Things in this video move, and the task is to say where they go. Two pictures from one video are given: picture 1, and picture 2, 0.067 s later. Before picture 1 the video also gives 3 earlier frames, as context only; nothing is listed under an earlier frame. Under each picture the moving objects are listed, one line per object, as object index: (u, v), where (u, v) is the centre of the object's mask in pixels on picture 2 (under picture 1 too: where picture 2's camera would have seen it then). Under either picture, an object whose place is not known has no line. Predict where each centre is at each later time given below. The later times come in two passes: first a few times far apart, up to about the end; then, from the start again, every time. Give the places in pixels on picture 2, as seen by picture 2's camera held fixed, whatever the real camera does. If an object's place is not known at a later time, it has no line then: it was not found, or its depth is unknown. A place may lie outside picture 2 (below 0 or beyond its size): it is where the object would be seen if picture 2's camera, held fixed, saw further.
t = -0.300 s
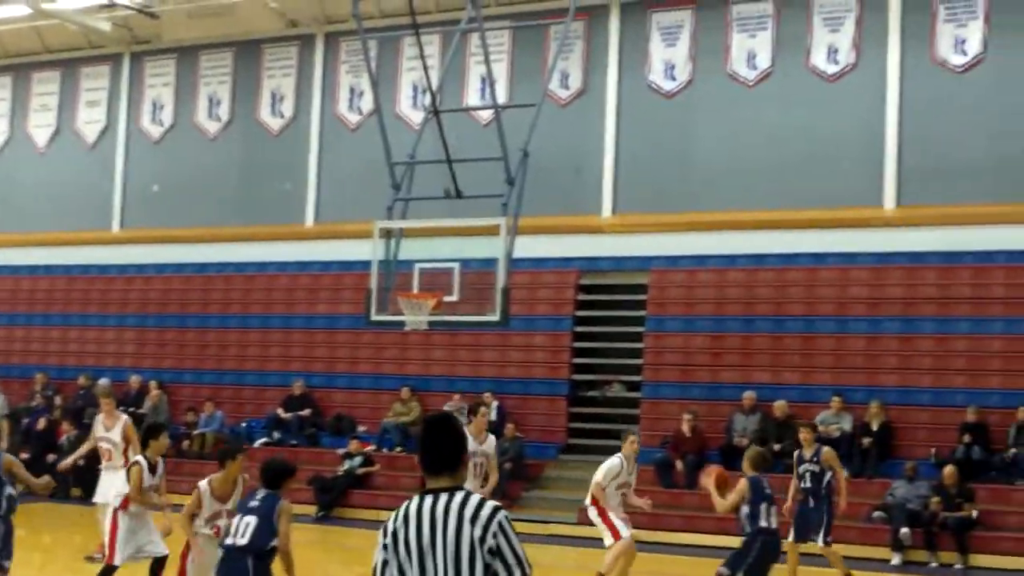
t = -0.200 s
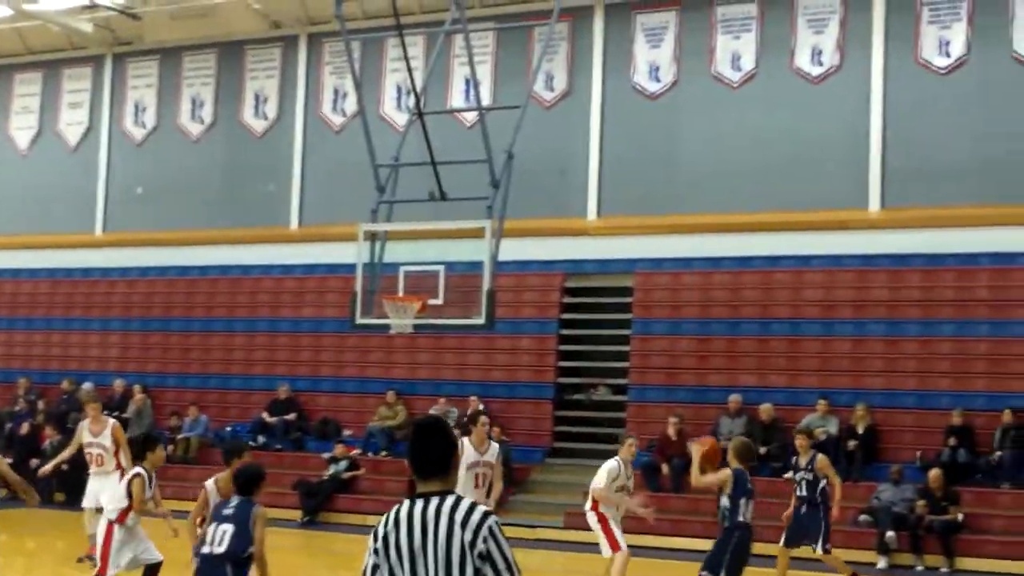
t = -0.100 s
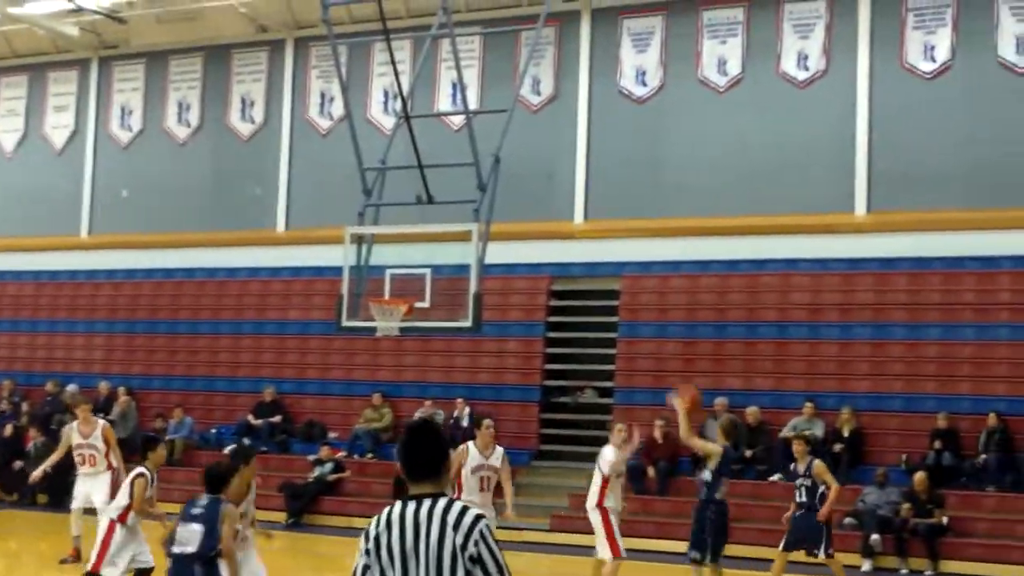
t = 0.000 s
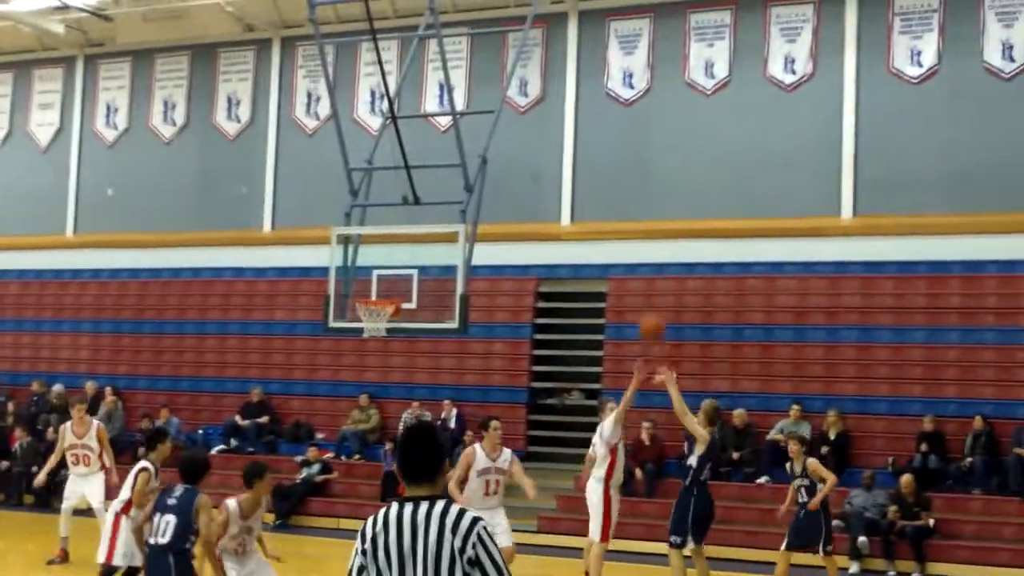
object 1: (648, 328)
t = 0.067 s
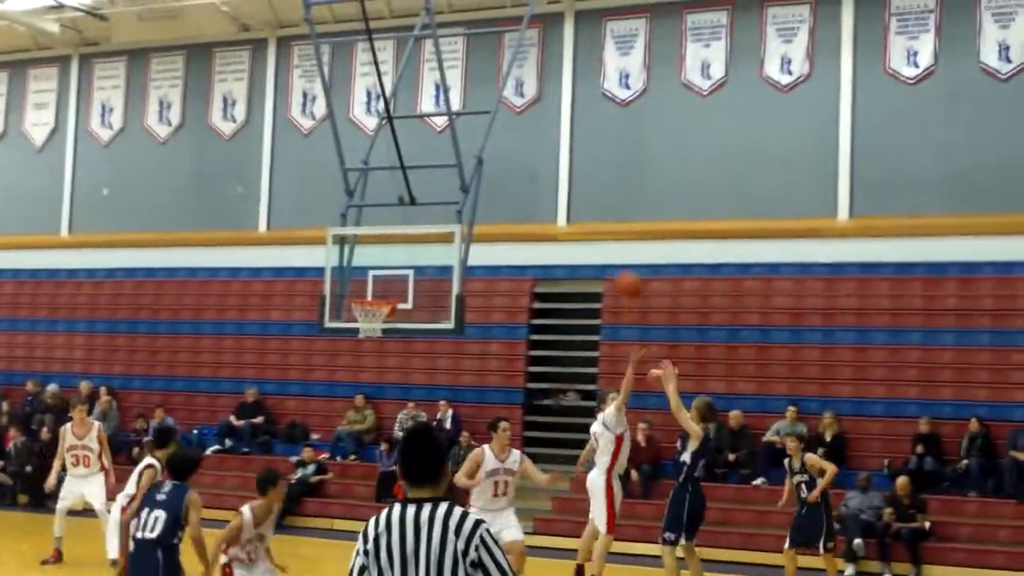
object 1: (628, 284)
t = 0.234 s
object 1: (586, 205)
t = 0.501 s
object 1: (523, 145)
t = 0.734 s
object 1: (471, 152)
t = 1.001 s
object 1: (417, 217)
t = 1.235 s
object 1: (386, 292)
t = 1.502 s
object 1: (427, 295)
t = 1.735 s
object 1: (466, 358)
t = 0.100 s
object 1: (620, 267)
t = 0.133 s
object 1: (611, 250)
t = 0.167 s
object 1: (604, 234)
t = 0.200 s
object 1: (593, 218)
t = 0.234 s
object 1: (586, 205)
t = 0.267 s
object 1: (578, 193)
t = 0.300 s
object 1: (570, 183)
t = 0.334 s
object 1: (562, 173)
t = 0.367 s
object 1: (553, 165)
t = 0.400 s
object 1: (545, 158)
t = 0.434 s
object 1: (538, 152)
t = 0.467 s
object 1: (530, 148)
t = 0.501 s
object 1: (523, 145)
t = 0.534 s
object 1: (515, 143)
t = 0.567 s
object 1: (508, 142)
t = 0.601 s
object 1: (501, 141)
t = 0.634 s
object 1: (493, 144)
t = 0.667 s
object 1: (486, 145)
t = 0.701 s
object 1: (479, 148)
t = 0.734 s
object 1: (471, 152)
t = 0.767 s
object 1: (465, 157)
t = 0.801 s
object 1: (458, 161)
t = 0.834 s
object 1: (452, 169)
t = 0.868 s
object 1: (444, 177)
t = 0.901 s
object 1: (438, 186)
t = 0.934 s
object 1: (430, 196)
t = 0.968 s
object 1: (424, 207)
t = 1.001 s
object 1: (417, 217)
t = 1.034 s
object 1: (410, 229)
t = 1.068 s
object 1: (405, 243)
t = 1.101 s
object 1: (398, 256)
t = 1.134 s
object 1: (392, 272)
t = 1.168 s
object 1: (385, 286)
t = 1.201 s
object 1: (382, 295)
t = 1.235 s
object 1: (386, 292)
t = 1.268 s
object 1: (390, 287)
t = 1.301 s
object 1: (398, 285)
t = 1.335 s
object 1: (403, 286)
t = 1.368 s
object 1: (407, 286)
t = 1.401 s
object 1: (413, 287)
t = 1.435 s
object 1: (417, 288)
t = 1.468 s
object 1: (423, 292)
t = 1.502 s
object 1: (427, 295)
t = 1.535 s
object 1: (433, 300)
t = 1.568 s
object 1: (439, 309)
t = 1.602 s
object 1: (444, 315)
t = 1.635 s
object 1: (448, 324)
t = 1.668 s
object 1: (454, 334)
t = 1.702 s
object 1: (461, 345)
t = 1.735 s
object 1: (466, 358)
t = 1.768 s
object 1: (470, 372)
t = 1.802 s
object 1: (475, 390)
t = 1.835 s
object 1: (482, 408)
